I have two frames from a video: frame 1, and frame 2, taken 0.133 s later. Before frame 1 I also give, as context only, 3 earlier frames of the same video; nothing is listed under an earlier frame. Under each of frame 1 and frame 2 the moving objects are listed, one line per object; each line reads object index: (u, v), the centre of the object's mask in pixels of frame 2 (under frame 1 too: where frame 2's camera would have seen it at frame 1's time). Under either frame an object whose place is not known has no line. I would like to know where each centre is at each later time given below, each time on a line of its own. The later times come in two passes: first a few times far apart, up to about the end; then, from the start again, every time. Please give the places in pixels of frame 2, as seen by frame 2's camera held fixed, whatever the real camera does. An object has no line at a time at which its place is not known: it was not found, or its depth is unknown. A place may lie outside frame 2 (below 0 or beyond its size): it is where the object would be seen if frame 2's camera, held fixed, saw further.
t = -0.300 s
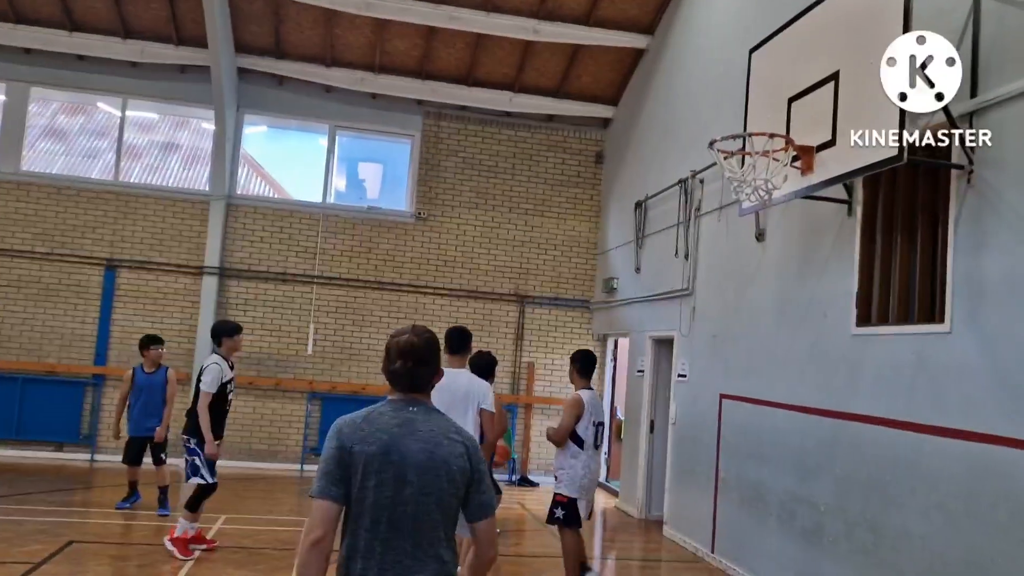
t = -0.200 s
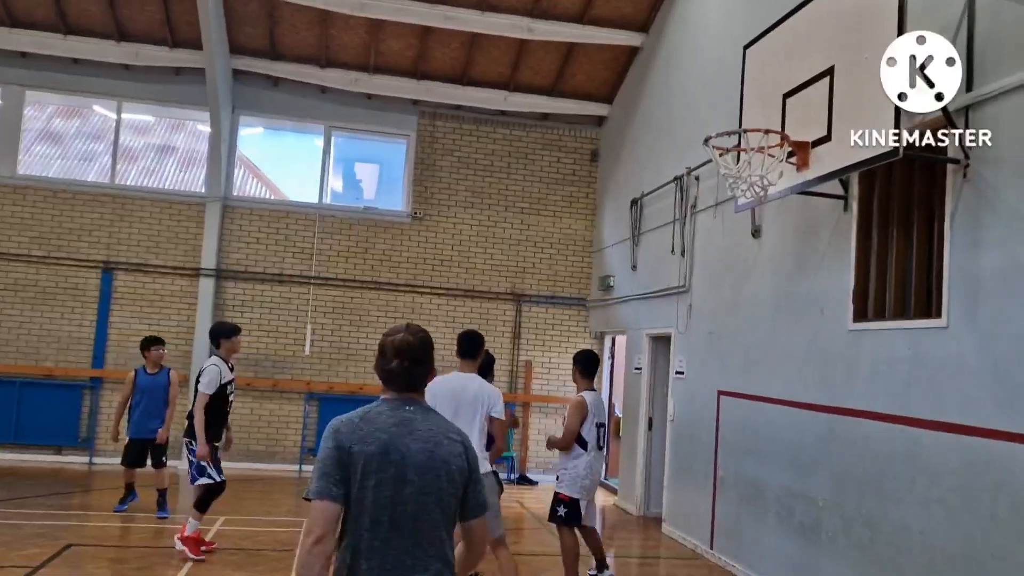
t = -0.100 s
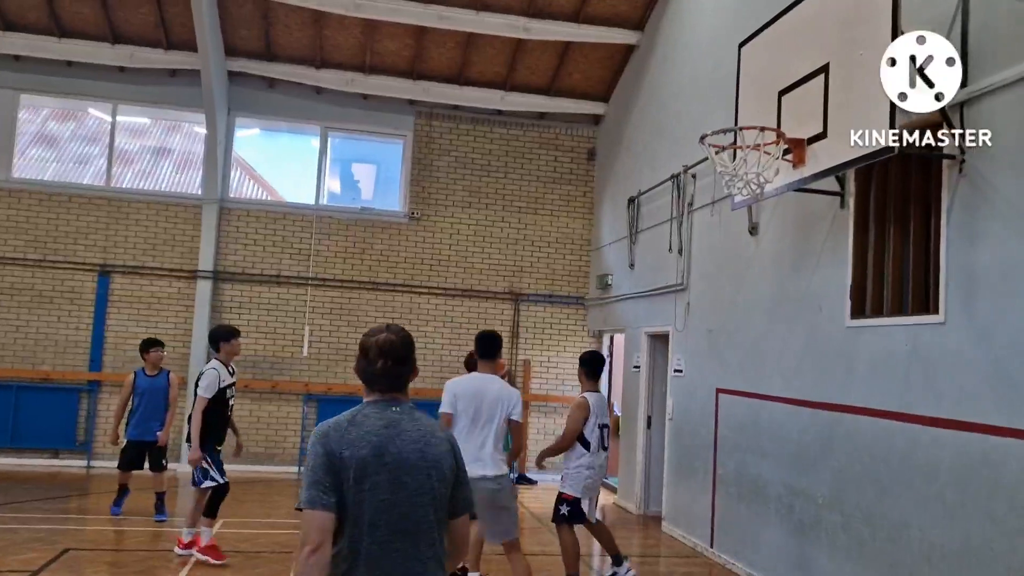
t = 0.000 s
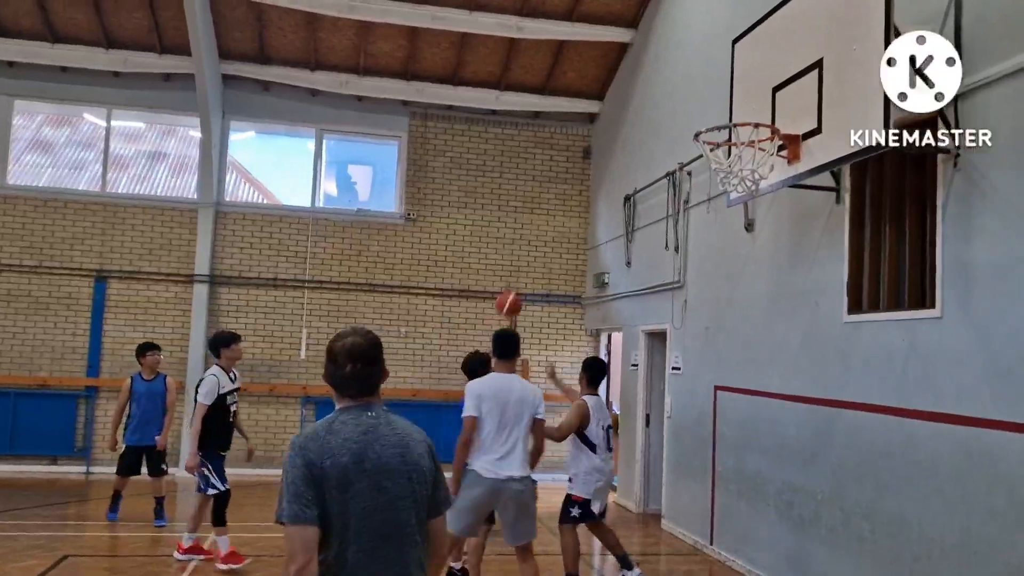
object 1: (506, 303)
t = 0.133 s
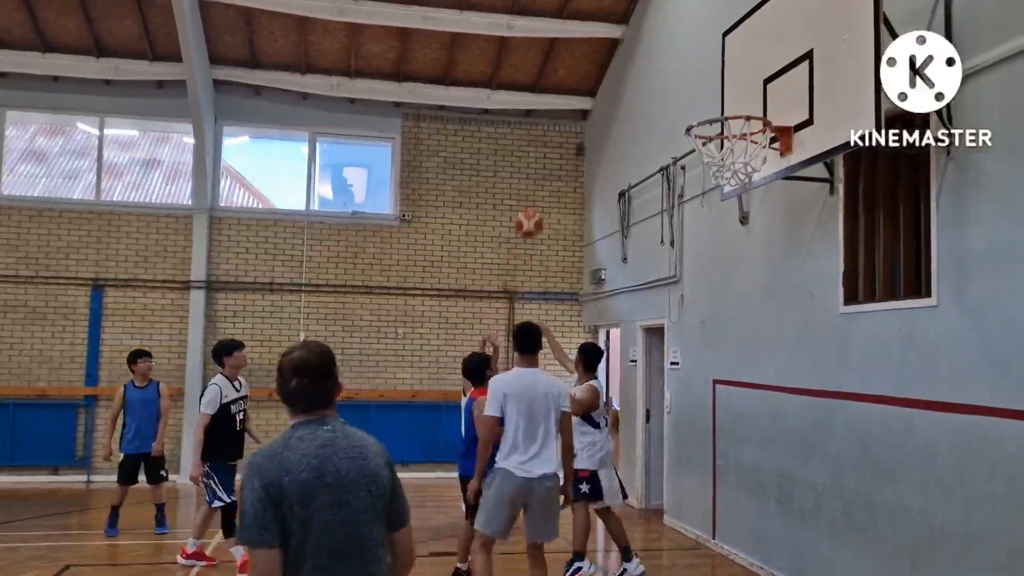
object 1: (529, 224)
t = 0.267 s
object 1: (553, 156)
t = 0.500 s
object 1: (600, 74)
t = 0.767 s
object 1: (666, 55)
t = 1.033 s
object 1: (751, 146)
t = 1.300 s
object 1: (761, 147)
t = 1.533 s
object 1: (744, 155)
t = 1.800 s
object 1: (736, 184)
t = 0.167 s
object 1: (534, 206)
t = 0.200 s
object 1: (541, 187)
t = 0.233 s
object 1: (546, 171)
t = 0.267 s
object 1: (553, 156)
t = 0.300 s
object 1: (560, 141)
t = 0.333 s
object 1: (567, 127)
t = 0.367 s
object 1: (573, 115)
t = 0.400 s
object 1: (580, 103)
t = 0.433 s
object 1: (586, 92)
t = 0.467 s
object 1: (593, 82)
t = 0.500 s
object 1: (600, 74)
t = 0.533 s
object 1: (608, 67)
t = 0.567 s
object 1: (616, 61)
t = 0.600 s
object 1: (623, 57)
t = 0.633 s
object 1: (631, 54)
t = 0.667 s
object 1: (639, 52)
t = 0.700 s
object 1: (648, 52)
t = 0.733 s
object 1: (657, 53)
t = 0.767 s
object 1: (666, 55)
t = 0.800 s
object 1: (675, 60)
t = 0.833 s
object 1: (684, 66)
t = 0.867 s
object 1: (695, 74)
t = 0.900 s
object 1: (705, 83)
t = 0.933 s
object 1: (716, 97)
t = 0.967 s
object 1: (727, 105)
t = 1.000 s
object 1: (740, 125)
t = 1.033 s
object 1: (751, 146)
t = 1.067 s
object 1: (760, 156)
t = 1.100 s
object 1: (763, 152)
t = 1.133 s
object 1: (766, 143)
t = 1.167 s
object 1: (768, 141)
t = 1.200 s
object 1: (770, 139)
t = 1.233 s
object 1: (768, 142)
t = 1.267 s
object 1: (764, 146)
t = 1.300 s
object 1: (761, 147)
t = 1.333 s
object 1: (757, 153)
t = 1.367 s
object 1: (752, 156)
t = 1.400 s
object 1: (749, 156)
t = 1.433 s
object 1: (746, 157)
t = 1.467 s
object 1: (746, 155)
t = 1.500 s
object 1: (744, 155)
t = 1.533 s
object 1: (744, 155)
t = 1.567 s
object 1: (743, 154)
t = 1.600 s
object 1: (742, 155)
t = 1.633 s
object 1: (741, 156)
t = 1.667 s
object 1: (740, 157)
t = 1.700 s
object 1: (741, 159)
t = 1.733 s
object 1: (741, 162)
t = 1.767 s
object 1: (739, 162)
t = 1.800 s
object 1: (736, 184)
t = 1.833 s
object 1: (732, 191)
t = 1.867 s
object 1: (729, 198)
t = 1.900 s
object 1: (732, 202)
